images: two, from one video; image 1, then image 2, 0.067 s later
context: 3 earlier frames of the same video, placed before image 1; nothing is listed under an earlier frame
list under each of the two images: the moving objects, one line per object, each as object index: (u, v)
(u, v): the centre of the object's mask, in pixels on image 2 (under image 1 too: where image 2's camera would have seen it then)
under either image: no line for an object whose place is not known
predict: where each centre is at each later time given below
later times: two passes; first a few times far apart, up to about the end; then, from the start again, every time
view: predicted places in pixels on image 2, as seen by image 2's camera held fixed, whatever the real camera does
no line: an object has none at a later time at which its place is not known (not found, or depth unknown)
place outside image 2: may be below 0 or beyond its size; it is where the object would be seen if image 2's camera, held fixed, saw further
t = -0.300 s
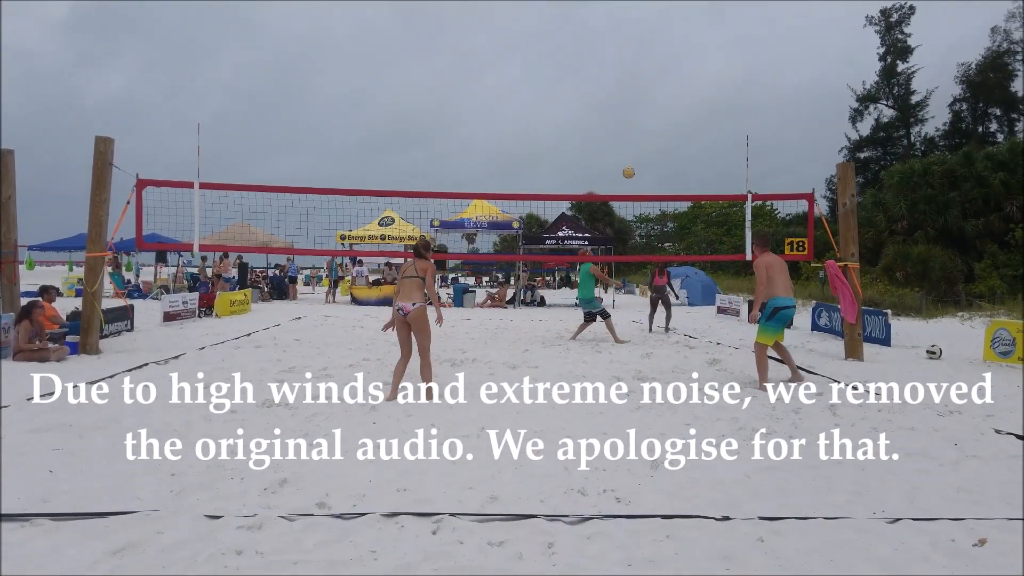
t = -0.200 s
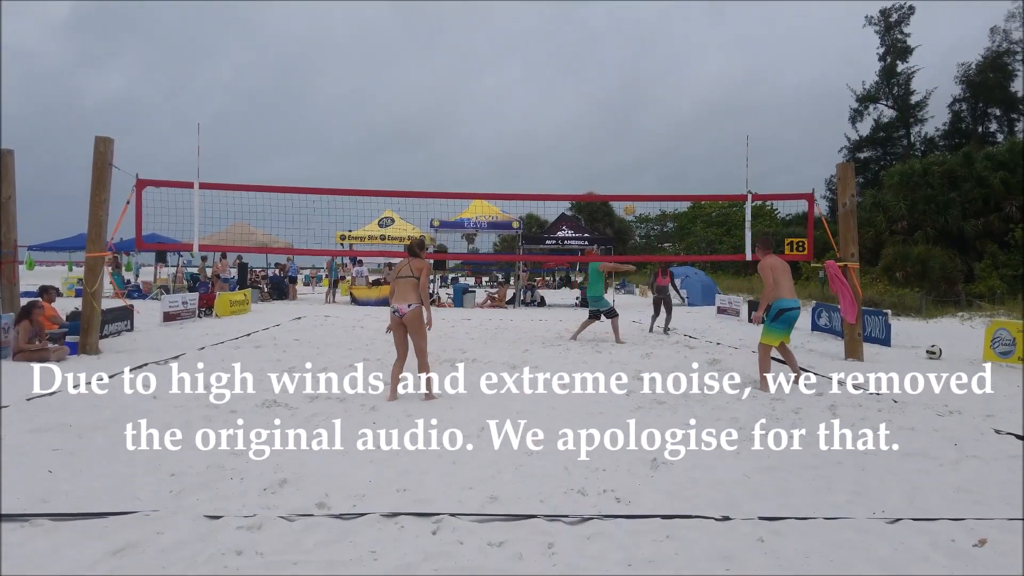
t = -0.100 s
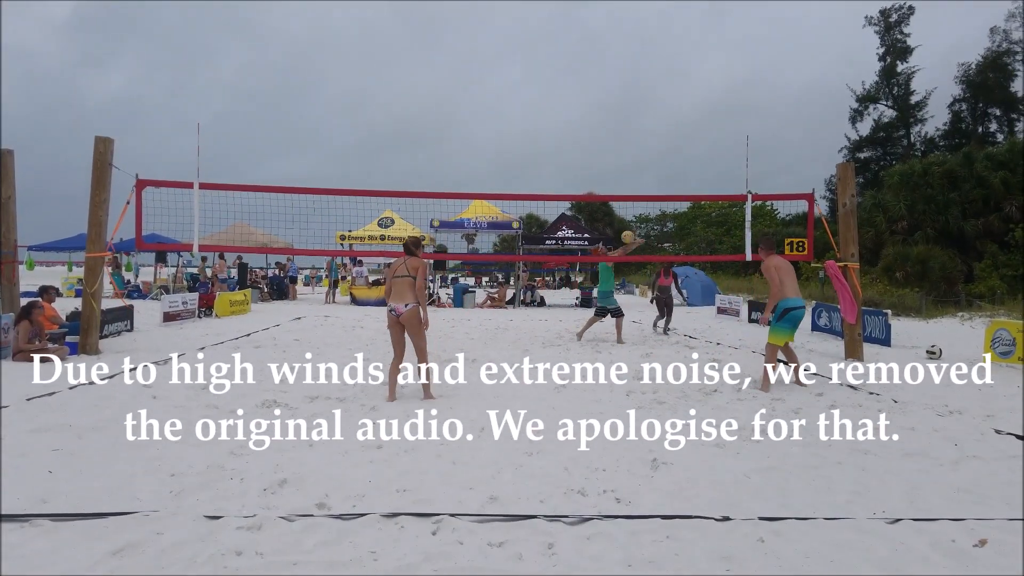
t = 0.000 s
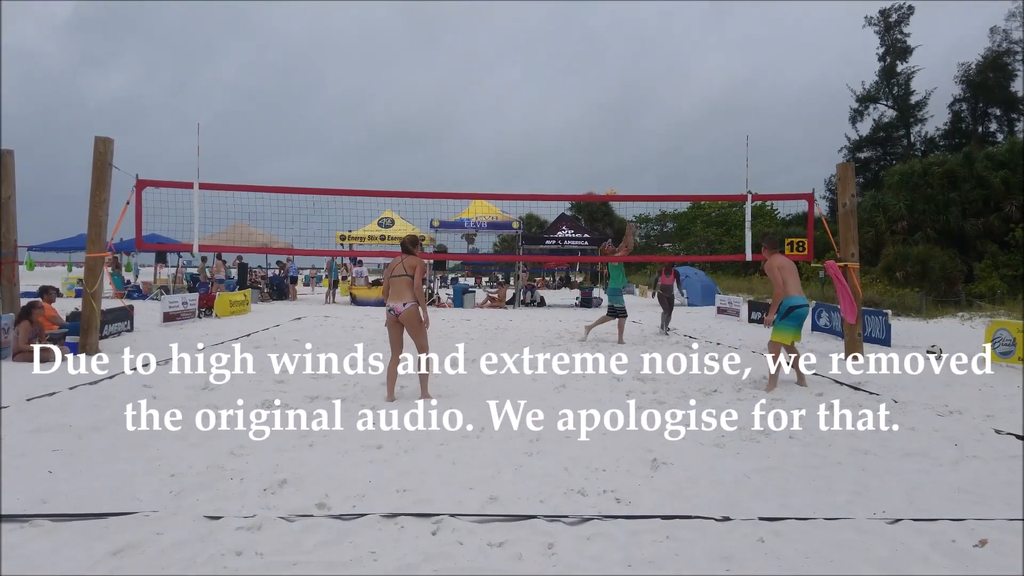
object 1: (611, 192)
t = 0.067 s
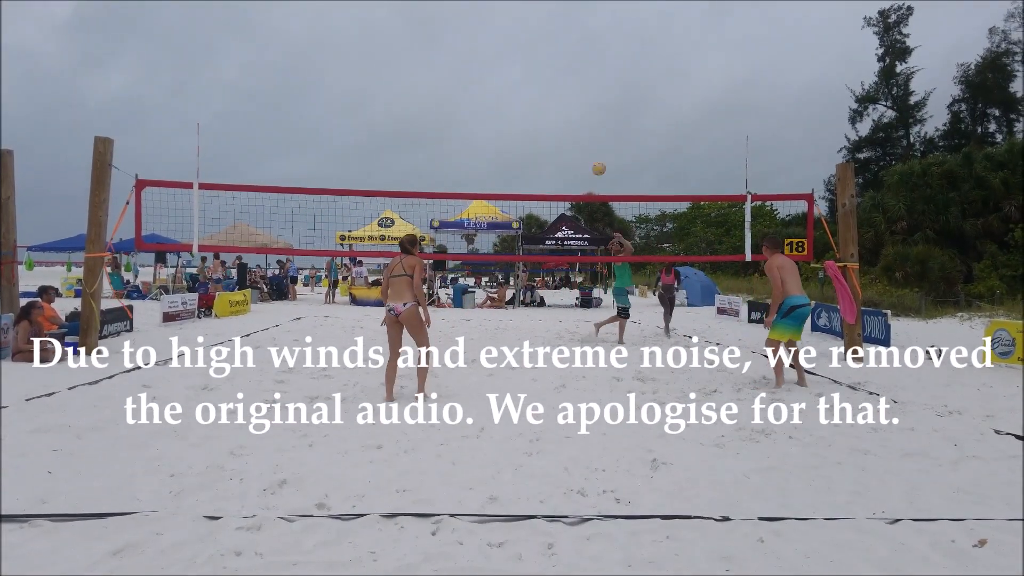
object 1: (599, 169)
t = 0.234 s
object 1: (564, 111)
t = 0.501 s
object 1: (497, 50)
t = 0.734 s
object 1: (422, 44)
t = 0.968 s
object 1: (333, 107)
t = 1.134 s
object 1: (260, 215)
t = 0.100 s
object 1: (592, 156)
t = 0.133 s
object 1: (586, 145)
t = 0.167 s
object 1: (579, 132)
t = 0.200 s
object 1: (572, 121)
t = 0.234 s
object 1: (564, 111)
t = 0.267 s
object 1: (557, 101)
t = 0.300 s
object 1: (549, 91)
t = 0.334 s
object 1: (541, 82)
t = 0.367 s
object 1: (533, 74)
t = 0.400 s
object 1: (524, 67)
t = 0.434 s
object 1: (515, 61)
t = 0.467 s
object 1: (506, 55)
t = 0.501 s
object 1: (497, 50)
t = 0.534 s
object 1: (487, 46)
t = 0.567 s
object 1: (477, 43)
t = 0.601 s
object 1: (466, 41)
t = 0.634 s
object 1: (456, 40)
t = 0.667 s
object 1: (445, 40)
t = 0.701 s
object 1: (434, 42)
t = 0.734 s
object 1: (422, 44)
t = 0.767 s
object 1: (411, 48)
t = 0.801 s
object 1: (398, 54)
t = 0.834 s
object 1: (386, 61)
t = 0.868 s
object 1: (374, 70)
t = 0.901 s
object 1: (361, 81)
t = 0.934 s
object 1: (347, 93)
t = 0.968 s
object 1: (333, 107)
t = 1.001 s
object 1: (319, 124)
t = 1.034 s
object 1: (305, 143)
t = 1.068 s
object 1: (291, 165)
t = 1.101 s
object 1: (275, 188)
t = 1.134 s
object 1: (260, 215)
